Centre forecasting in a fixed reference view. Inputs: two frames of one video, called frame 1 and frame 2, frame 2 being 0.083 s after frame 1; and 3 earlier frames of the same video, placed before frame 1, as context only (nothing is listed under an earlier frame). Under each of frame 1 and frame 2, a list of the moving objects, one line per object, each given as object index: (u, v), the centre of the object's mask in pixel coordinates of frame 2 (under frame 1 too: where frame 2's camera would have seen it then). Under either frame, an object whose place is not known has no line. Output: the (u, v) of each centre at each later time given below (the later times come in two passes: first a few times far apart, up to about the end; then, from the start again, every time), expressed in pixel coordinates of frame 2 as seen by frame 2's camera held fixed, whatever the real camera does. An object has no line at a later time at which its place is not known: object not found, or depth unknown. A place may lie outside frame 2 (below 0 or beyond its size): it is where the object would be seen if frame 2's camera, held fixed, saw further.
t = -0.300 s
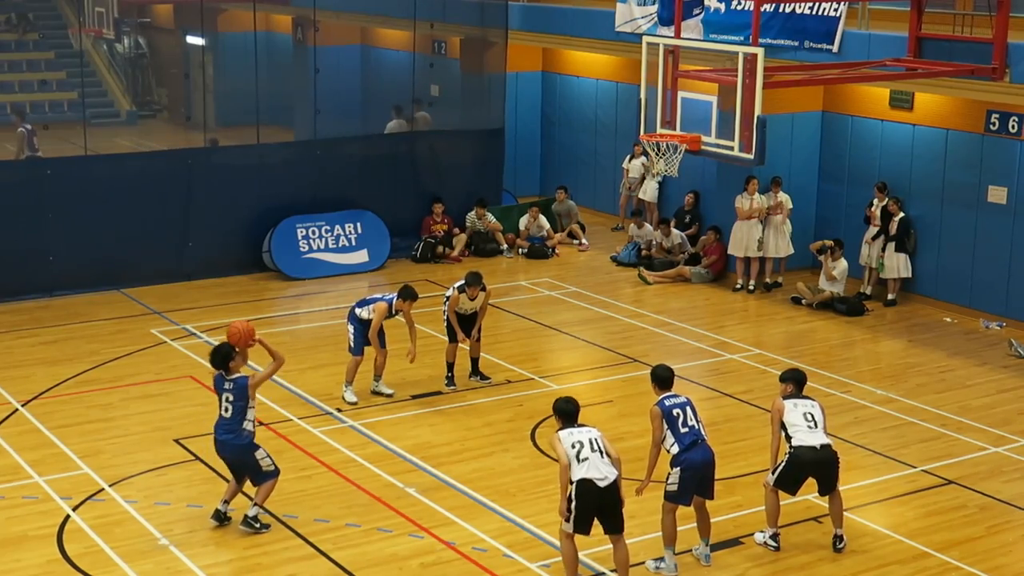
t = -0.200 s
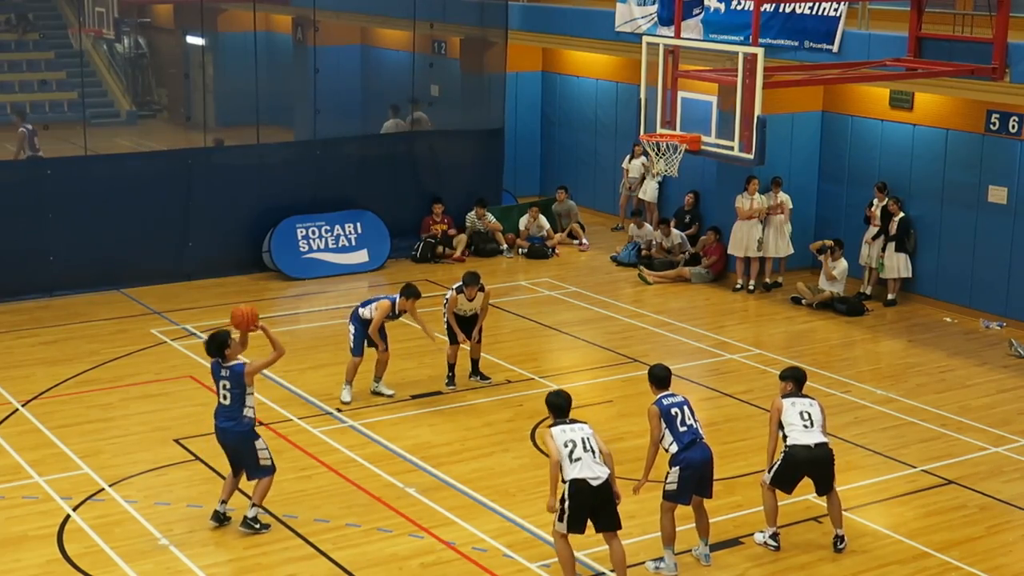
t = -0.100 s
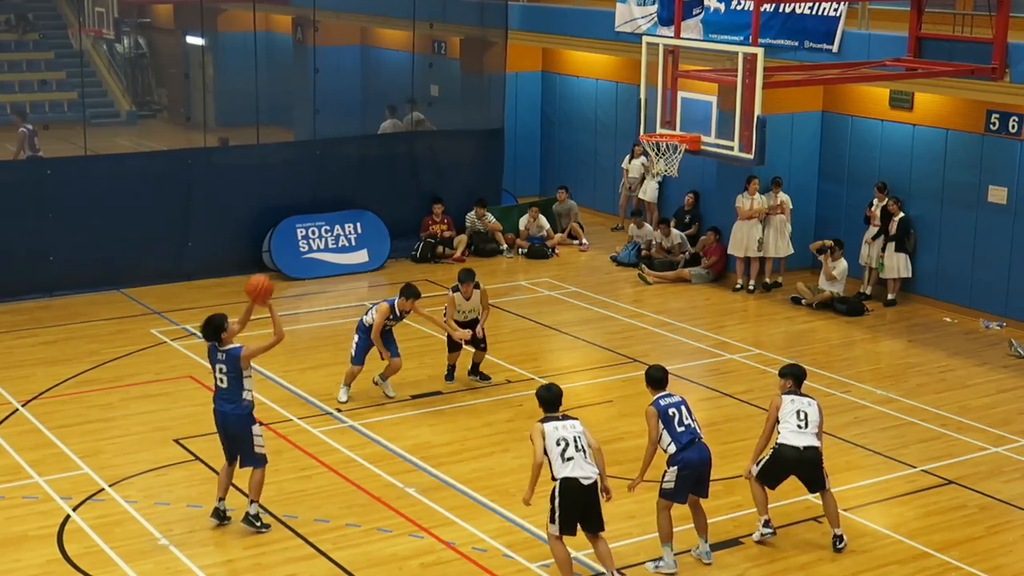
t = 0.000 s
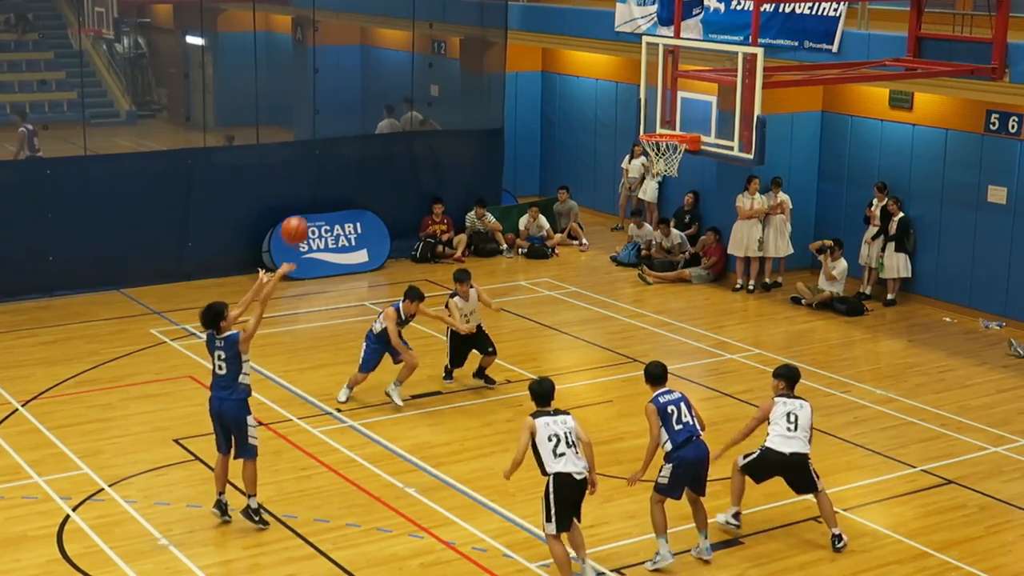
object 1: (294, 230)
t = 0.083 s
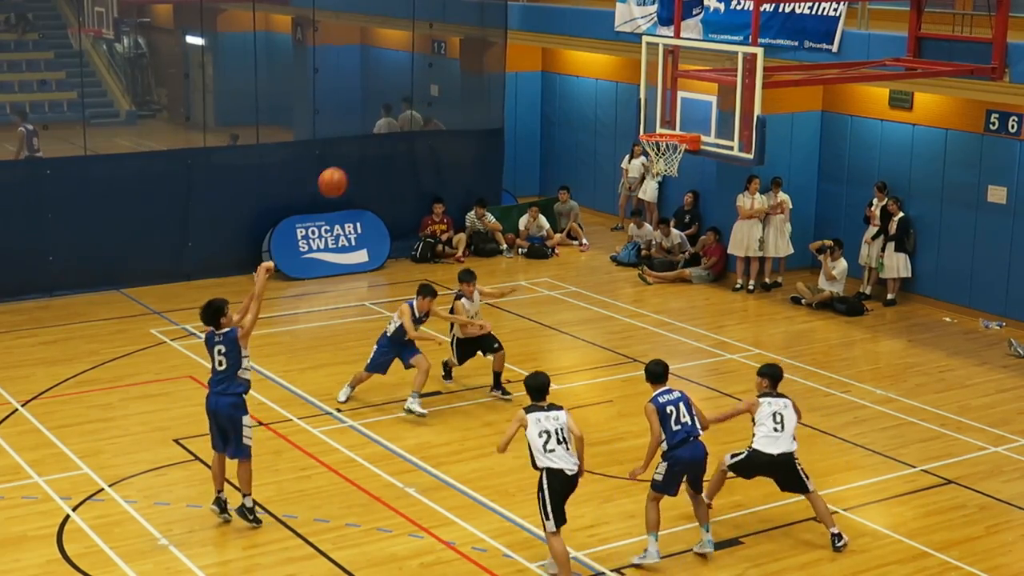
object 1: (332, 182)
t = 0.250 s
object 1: (406, 111)
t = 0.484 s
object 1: (503, 66)
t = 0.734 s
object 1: (599, 86)
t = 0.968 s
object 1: (661, 121)
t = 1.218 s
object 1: (679, 114)
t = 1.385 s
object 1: (691, 147)
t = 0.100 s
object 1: (340, 173)
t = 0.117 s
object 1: (347, 165)
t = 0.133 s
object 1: (355, 157)
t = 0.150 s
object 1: (362, 150)
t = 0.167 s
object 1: (369, 142)
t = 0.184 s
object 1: (376, 136)
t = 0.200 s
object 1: (384, 129)
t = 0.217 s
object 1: (391, 122)
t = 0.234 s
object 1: (398, 116)
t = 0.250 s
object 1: (406, 111)
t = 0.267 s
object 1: (413, 105)
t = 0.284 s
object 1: (421, 100)
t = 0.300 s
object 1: (428, 96)
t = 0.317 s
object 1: (435, 91)
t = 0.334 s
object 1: (442, 87)
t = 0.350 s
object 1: (449, 84)
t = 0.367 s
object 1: (456, 80)
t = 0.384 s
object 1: (463, 77)
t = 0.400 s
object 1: (470, 75)
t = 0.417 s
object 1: (477, 72)
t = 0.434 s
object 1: (484, 70)
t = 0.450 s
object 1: (490, 69)
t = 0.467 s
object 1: (497, 67)
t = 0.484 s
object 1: (503, 66)
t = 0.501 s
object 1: (510, 65)
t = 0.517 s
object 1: (517, 65)
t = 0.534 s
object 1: (524, 64)
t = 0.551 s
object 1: (530, 65)
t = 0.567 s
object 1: (537, 64)
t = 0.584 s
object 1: (543, 65)
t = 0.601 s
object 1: (550, 66)
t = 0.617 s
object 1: (556, 68)
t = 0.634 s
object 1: (562, 69)
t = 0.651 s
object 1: (569, 71)
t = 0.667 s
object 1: (576, 74)
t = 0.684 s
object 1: (583, 76)
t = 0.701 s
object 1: (588, 79)
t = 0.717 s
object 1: (594, 83)
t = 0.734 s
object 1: (599, 86)
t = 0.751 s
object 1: (605, 89)
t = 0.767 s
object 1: (611, 92)
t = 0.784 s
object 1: (617, 96)
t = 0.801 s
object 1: (623, 101)
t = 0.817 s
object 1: (628, 105)
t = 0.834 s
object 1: (634, 110)
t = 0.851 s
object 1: (640, 115)
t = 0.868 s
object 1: (646, 121)
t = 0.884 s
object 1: (651, 126)
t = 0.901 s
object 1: (656, 131)
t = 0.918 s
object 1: (657, 129)
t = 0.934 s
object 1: (658, 126)
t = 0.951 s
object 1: (659, 123)
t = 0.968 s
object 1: (661, 121)
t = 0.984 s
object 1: (662, 118)
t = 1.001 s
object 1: (662, 115)
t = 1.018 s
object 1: (664, 113)
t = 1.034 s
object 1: (666, 112)
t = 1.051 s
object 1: (667, 111)
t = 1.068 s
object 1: (668, 110)
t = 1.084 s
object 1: (670, 110)
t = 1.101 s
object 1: (671, 109)
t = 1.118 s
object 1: (672, 109)
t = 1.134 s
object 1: (673, 109)
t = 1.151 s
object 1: (674, 110)
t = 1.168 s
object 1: (675, 110)
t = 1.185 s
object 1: (676, 111)
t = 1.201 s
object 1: (678, 113)
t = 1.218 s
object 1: (679, 114)
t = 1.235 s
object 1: (680, 116)
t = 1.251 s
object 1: (681, 118)
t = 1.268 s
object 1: (683, 121)
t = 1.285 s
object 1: (683, 123)
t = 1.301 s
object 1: (685, 126)
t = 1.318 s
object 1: (686, 130)
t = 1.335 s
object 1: (687, 134)
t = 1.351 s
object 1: (689, 139)
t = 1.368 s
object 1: (690, 143)
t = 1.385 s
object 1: (691, 147)
